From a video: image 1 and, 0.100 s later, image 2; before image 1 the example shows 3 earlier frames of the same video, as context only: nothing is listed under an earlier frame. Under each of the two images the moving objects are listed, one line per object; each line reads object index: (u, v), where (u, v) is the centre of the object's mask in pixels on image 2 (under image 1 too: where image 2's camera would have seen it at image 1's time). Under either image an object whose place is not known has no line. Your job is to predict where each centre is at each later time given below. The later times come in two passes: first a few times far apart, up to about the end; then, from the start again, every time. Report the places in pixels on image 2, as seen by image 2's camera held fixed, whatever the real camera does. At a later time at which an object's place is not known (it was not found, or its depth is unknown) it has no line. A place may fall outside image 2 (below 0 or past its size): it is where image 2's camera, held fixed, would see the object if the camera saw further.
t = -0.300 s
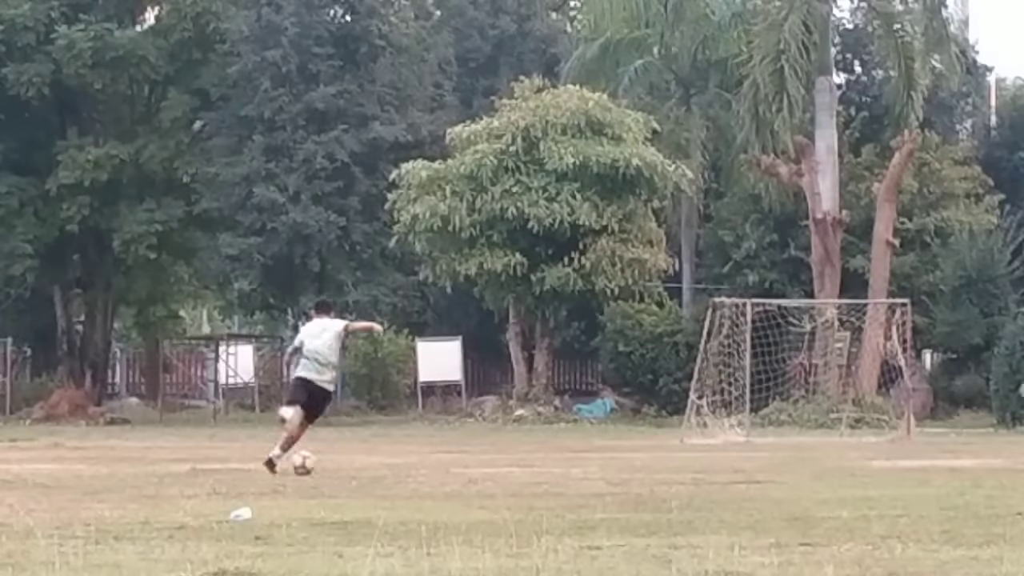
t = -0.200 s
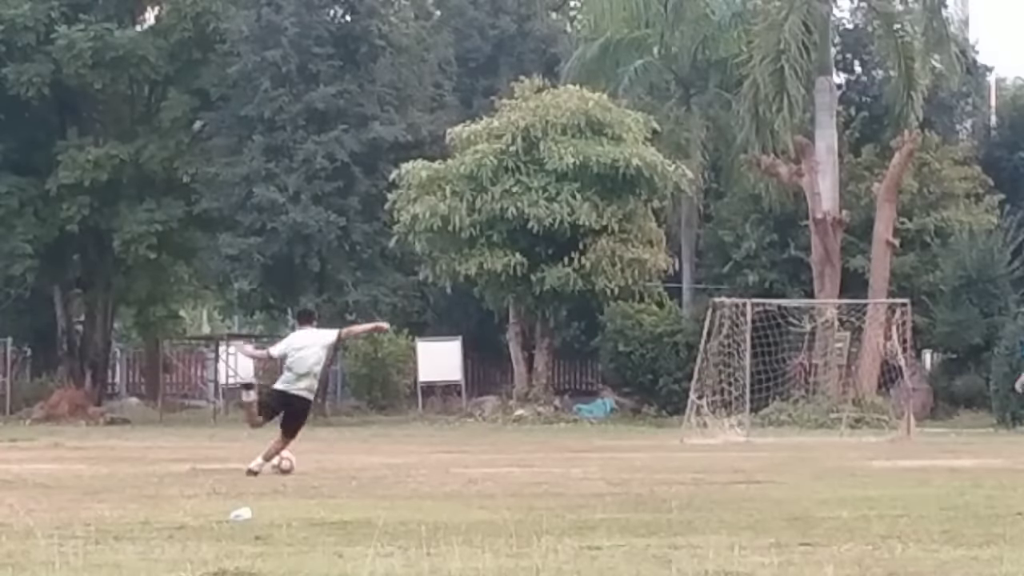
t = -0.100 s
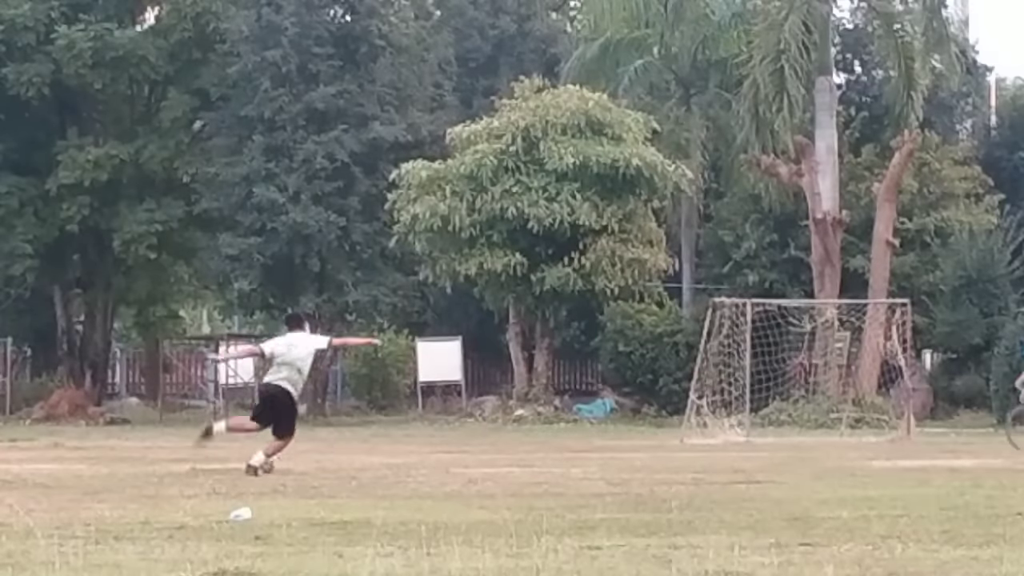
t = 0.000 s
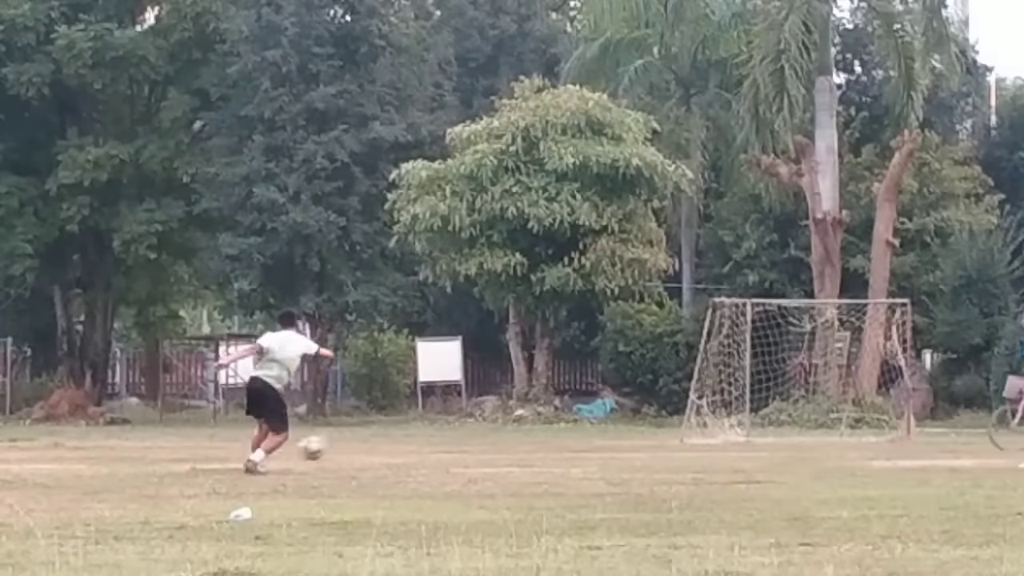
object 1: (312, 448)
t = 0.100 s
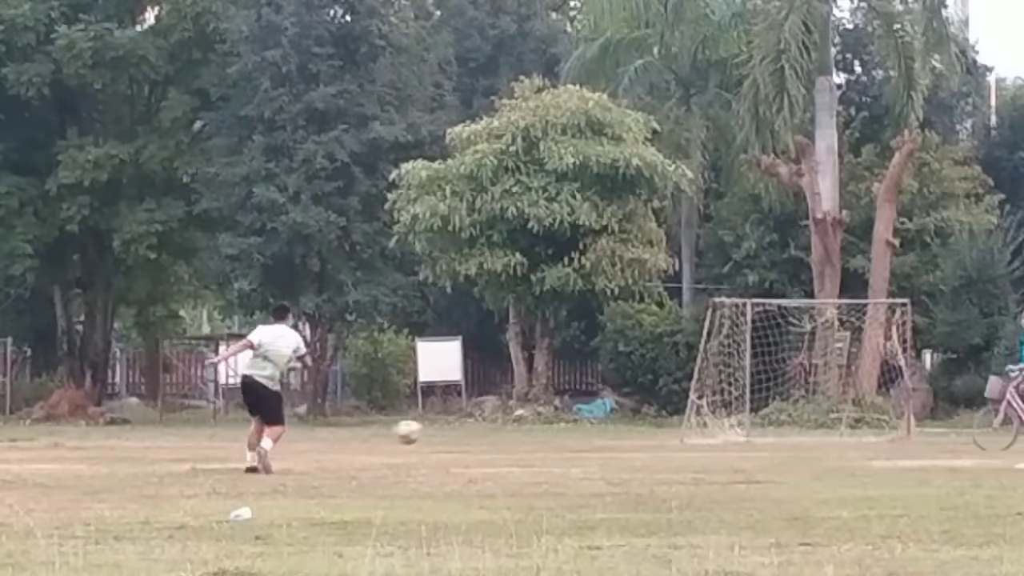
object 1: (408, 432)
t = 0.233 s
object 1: (530, 422)
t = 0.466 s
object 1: (738, 451)
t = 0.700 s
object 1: (880, 437)
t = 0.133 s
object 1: (439, 428)
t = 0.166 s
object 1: (470, 425)
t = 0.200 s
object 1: (501, 424)
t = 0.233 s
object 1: (530, 422)
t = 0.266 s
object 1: (562, 425)
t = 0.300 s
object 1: (591, 427)
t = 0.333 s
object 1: (621, 430)
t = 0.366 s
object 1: (651, 435)
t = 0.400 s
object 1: (680, 439)
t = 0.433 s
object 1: (710, 445)
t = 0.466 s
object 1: (738, 451)
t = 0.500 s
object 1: (767, 460)
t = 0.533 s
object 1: (791, 460)
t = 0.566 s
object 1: (808, 452)
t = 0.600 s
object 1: (827, 447)
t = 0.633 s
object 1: (845, 443)
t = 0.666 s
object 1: (863, 440)
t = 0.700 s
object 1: (880, 437)
